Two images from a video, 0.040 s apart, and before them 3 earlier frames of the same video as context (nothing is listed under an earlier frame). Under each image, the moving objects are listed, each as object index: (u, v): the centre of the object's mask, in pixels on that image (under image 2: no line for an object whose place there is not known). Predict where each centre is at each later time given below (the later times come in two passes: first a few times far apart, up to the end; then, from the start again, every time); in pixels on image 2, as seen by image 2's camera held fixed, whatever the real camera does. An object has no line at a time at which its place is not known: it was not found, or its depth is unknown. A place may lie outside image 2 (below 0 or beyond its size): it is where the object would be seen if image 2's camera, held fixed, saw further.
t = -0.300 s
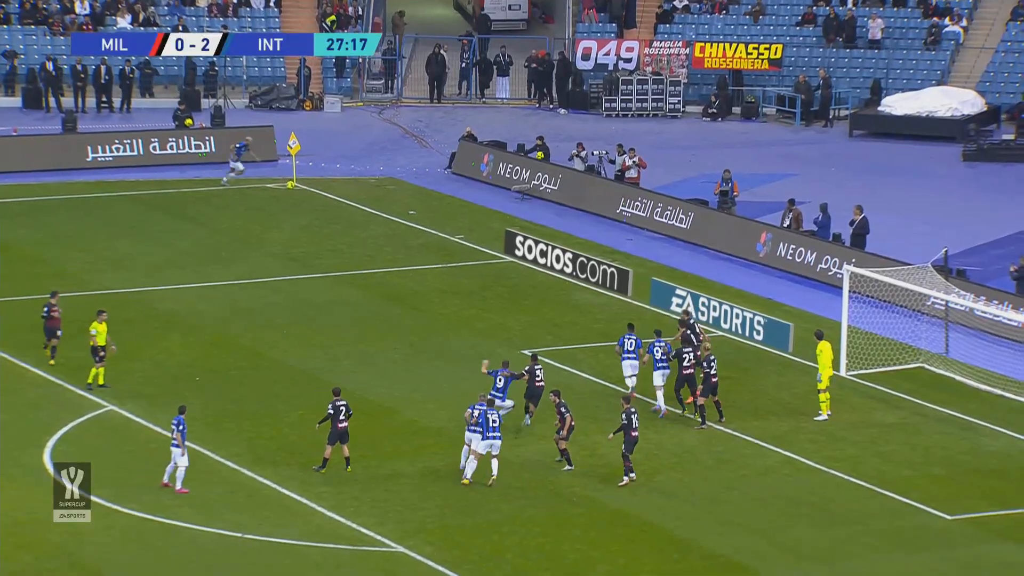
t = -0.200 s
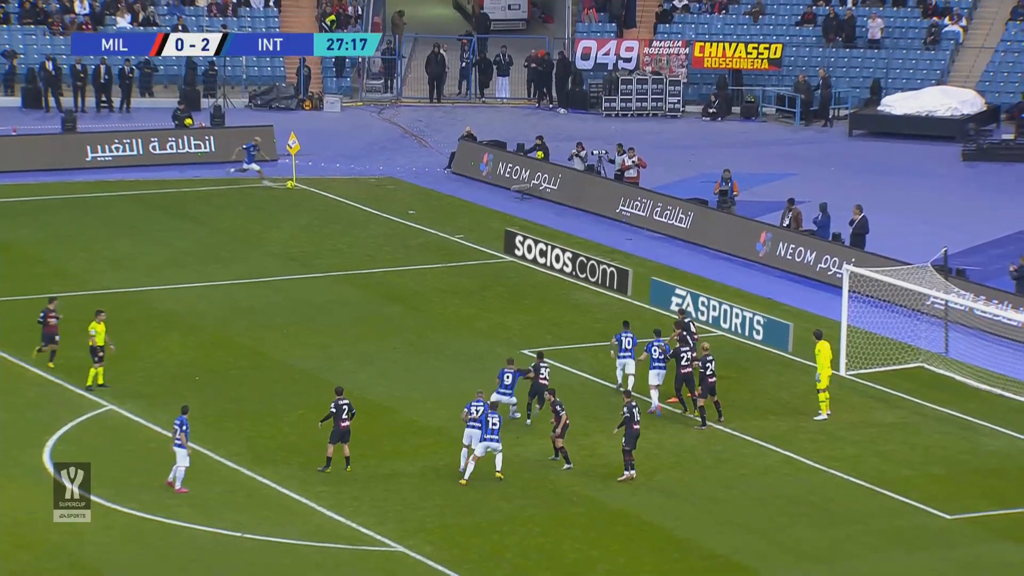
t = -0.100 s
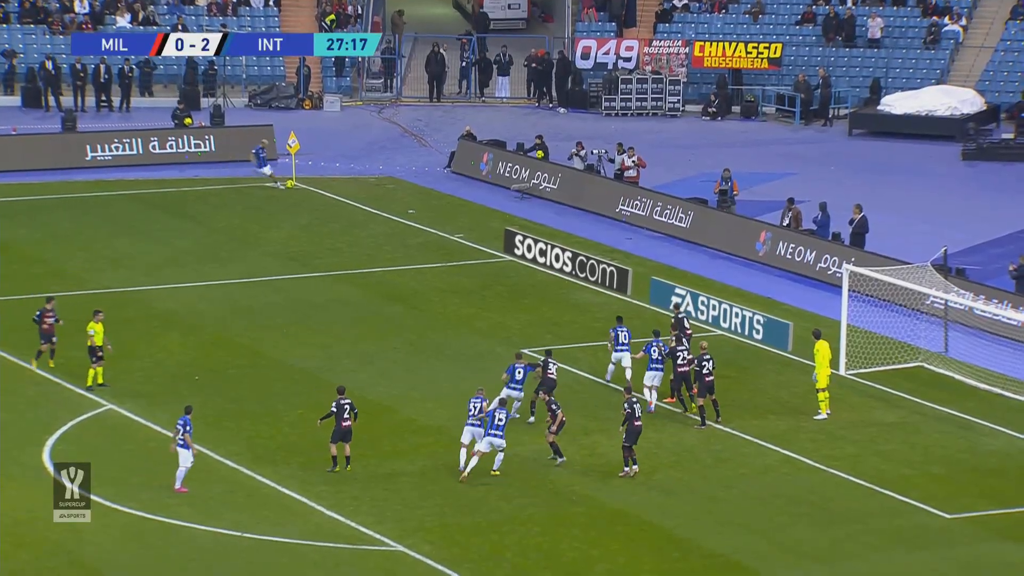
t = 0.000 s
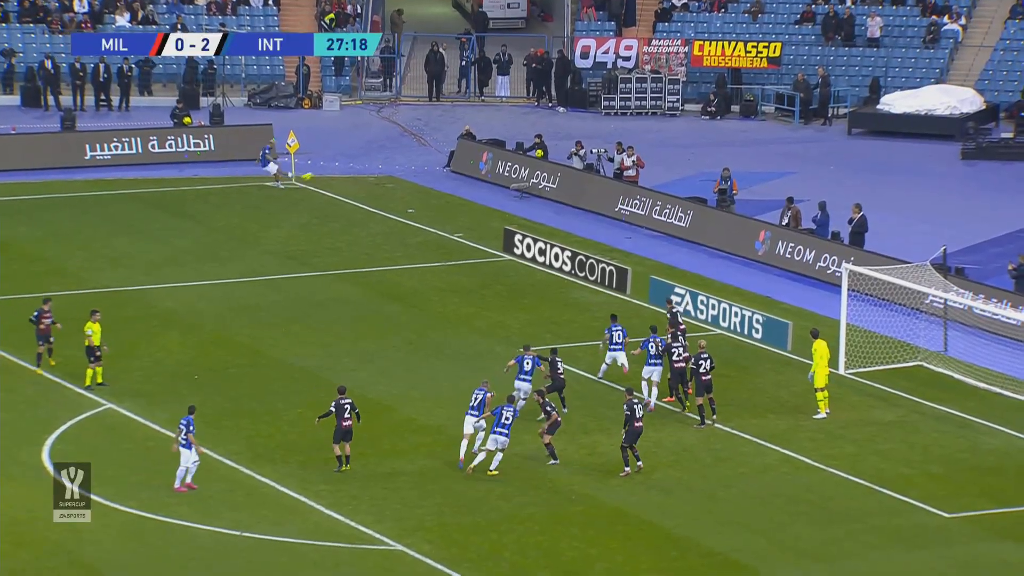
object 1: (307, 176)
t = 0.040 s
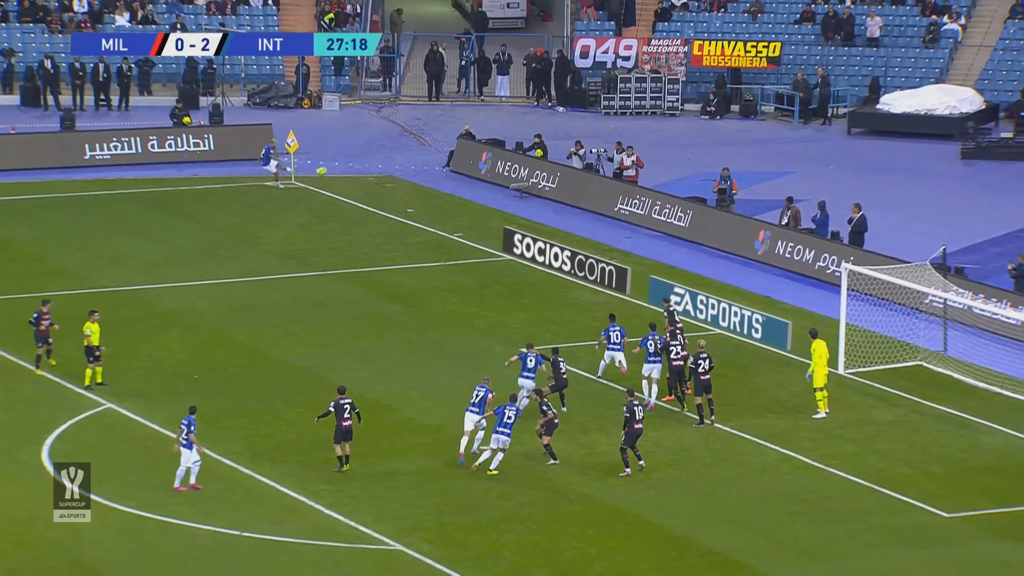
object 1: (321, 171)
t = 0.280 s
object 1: (397, 155)
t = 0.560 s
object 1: (459, 169)
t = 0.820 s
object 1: (494, 212)
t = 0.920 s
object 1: (503, 236)
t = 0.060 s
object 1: (329, 168)
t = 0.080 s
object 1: (336, 166)
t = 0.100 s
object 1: (343, 164)
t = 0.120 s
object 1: (349, 163)
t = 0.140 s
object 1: (356, 161)
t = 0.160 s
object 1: (362, 160)
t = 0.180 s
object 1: (369, 159)
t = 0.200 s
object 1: (375, 158)
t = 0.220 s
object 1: (380, 157)
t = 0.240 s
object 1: (386, 156)
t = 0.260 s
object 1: (392, 156)
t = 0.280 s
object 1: (397, 155)
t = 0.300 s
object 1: (402, 155)
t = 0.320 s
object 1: (407, 155)
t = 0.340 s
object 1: (412, 155)
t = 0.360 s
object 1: (418, 156)
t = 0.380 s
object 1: (422, 156)
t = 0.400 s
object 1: (427, 157)
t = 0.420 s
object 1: (432, 158)
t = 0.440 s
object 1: (436, 159)
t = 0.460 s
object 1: (441, 160)
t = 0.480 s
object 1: (444, 162)
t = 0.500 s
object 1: (449, 164)
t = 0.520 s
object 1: (452, 165)
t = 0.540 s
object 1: (456, 167)
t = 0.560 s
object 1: (459, 169)
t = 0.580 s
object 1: (463, 171)
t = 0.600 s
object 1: (466, 174)
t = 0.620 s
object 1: (469, 176)
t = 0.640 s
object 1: (473, 179)
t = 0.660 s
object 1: (476, 182)
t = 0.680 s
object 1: (479, 185)
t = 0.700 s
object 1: (481, 189)
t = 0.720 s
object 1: (484, 192)
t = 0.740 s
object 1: (486, 196)
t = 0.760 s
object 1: (489, 199)
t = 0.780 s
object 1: (490, 203)
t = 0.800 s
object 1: (493, 207)
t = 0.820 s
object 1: (494, 212)
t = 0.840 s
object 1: (496, 216)
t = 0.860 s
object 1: (498, 221)
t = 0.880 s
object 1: (500, 226)
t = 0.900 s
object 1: (502, 231)
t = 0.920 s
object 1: (503, 236)
